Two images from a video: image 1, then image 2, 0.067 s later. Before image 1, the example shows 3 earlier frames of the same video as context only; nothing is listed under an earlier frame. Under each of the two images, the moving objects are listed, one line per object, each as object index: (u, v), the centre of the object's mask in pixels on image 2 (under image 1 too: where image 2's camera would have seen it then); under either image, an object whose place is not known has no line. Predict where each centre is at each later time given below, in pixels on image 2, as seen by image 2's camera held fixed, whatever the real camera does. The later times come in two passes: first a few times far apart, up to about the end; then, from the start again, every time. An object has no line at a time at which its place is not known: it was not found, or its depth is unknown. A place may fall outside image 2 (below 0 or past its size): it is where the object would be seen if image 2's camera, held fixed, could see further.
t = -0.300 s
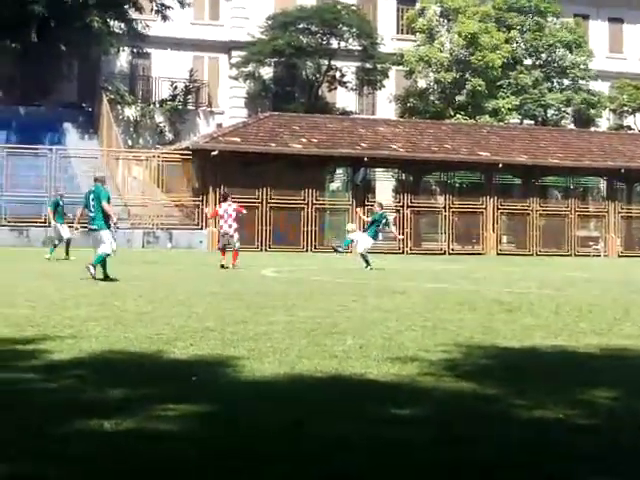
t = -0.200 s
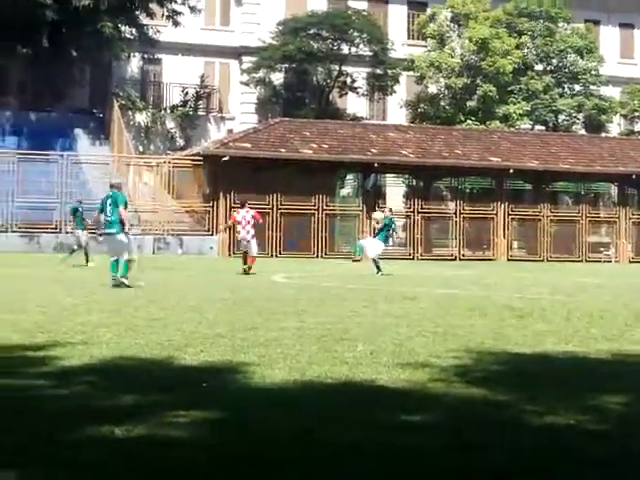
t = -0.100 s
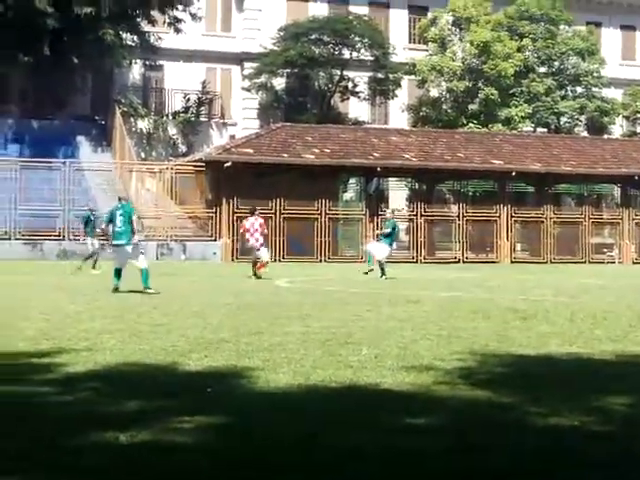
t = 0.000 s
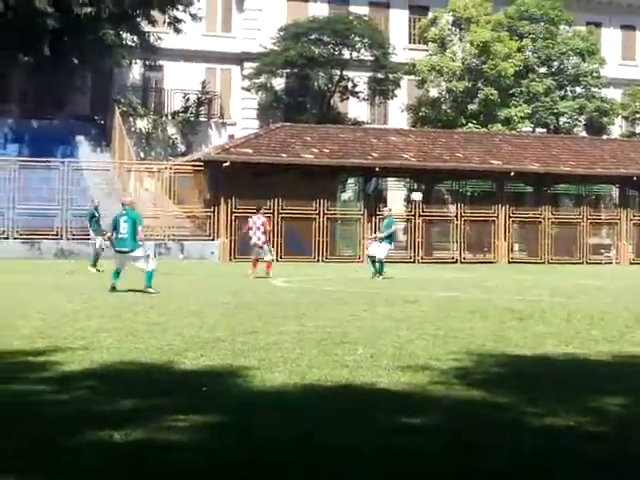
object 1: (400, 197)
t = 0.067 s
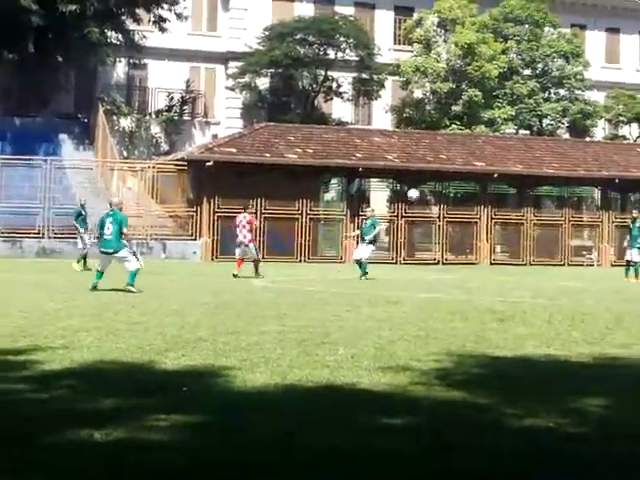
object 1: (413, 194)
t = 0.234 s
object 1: (451, 197)
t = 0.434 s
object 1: (504, 222)
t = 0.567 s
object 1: (545, 256)
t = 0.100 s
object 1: (421, 194)
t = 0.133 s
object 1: (428, 193)
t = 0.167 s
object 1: (435, 194)
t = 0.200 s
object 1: (443, 195)
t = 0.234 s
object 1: (451, 197)
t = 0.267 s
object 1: (459, 199)
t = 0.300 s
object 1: (467, 201)
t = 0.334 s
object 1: (476, 205)
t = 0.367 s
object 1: (485, 209)
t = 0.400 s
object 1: (495, 215)
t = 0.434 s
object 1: (504, 222)
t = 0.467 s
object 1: (513, 228)
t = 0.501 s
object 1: (523, 237)
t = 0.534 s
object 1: (534, 245)
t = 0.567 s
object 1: (545, 256)
